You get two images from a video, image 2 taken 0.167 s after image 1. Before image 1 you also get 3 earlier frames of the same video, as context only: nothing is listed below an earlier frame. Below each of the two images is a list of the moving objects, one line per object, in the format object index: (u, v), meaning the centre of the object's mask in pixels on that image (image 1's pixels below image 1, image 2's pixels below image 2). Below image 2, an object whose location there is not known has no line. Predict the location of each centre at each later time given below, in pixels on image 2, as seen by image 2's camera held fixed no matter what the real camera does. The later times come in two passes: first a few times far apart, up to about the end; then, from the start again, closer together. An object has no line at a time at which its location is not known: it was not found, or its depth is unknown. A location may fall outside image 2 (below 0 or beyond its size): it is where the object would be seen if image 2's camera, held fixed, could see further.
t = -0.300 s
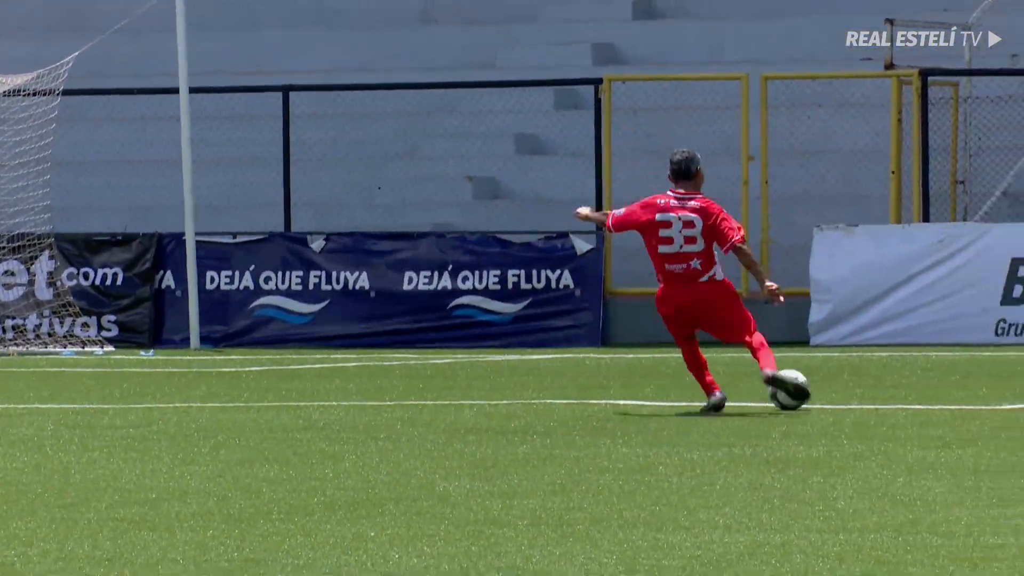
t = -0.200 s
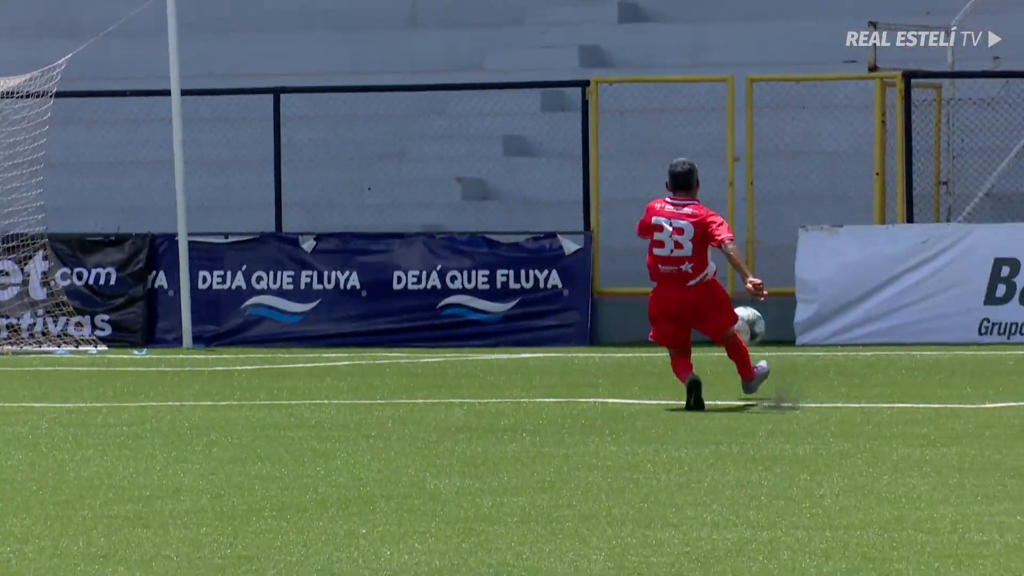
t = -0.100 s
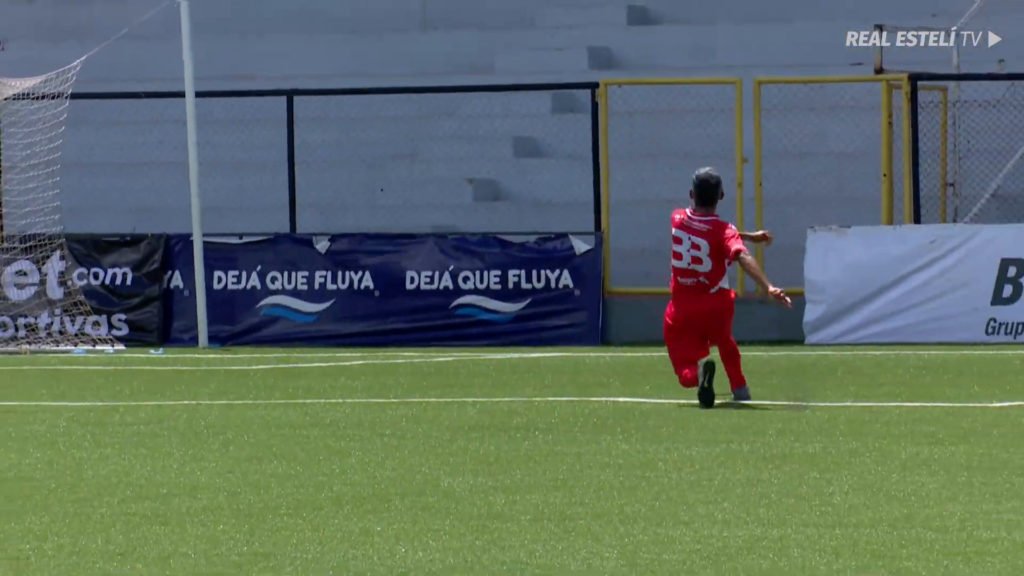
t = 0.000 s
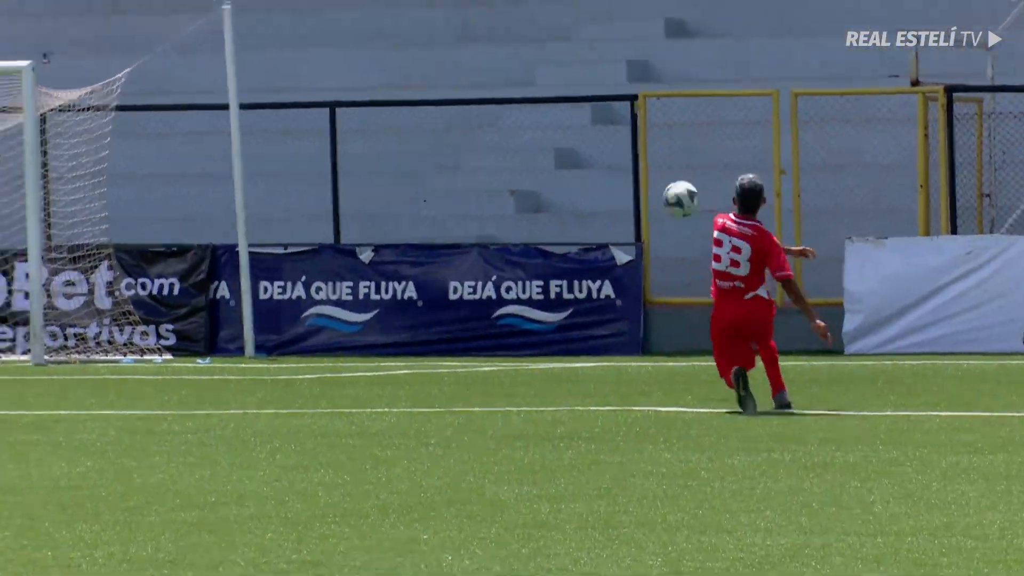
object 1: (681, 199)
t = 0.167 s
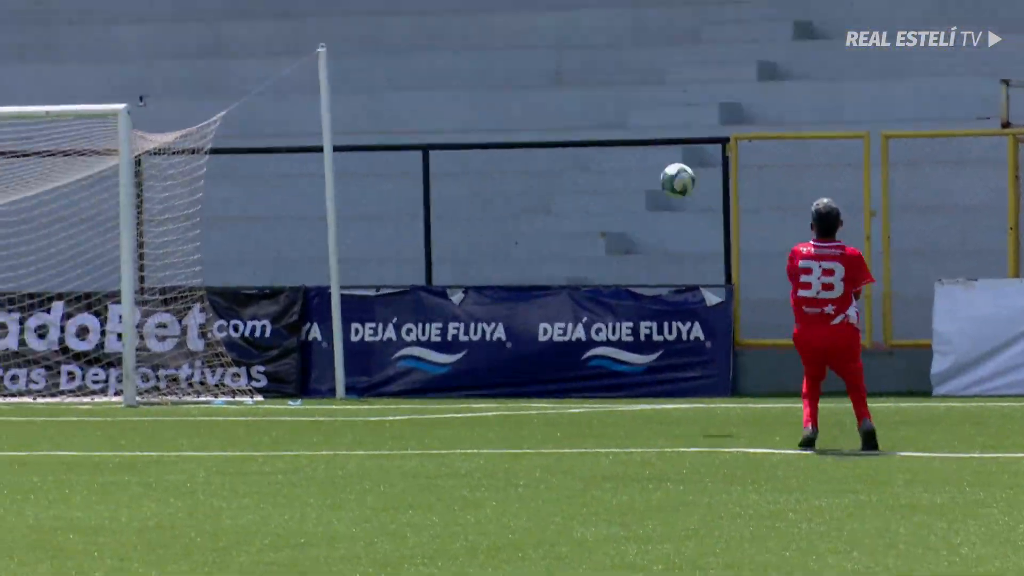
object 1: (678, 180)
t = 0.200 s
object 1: (661, 173)
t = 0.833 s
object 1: (334, 306)
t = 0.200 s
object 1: (661, 173)
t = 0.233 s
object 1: (643, 168)
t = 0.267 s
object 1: (627, 165)
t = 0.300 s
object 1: (609, 163)
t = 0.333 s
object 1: (591, 162)
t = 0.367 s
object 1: (574, 164)
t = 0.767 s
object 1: (368, 272)
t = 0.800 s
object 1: (351, 288)
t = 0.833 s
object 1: (334, 306)
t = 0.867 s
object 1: (317, 324)
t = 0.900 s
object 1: (300, 343)
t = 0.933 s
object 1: (283, 364)
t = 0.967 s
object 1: (265, 385)
